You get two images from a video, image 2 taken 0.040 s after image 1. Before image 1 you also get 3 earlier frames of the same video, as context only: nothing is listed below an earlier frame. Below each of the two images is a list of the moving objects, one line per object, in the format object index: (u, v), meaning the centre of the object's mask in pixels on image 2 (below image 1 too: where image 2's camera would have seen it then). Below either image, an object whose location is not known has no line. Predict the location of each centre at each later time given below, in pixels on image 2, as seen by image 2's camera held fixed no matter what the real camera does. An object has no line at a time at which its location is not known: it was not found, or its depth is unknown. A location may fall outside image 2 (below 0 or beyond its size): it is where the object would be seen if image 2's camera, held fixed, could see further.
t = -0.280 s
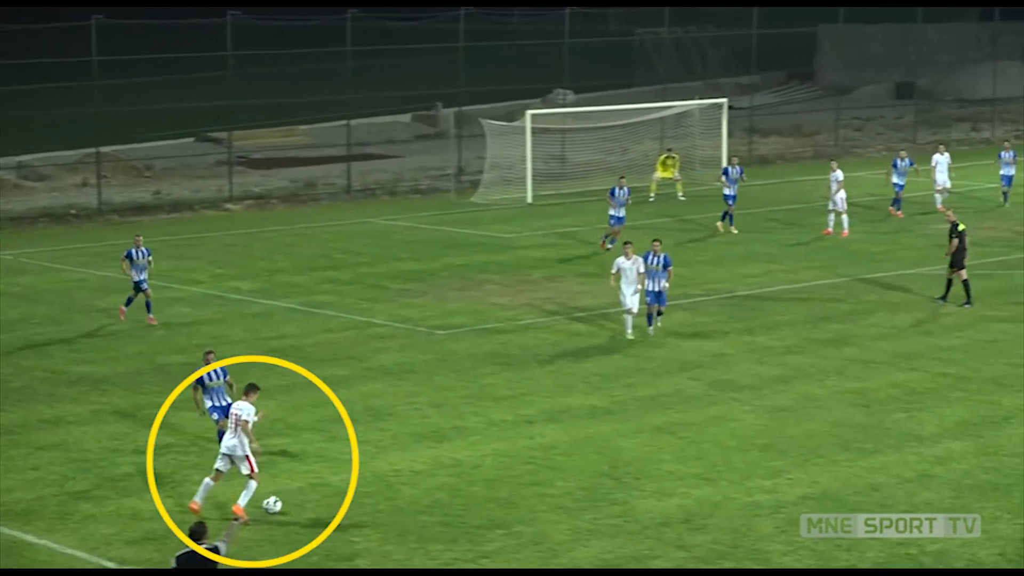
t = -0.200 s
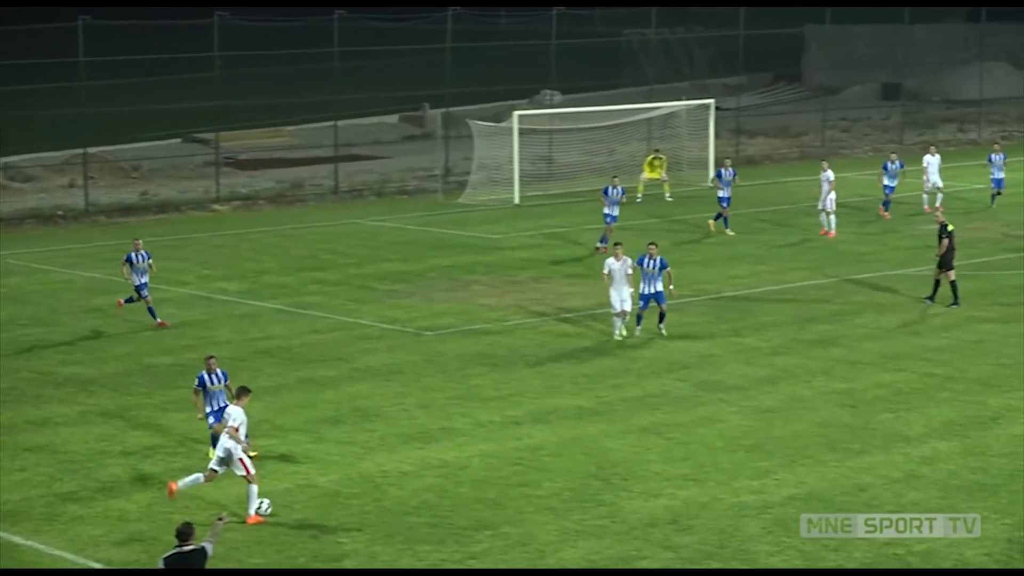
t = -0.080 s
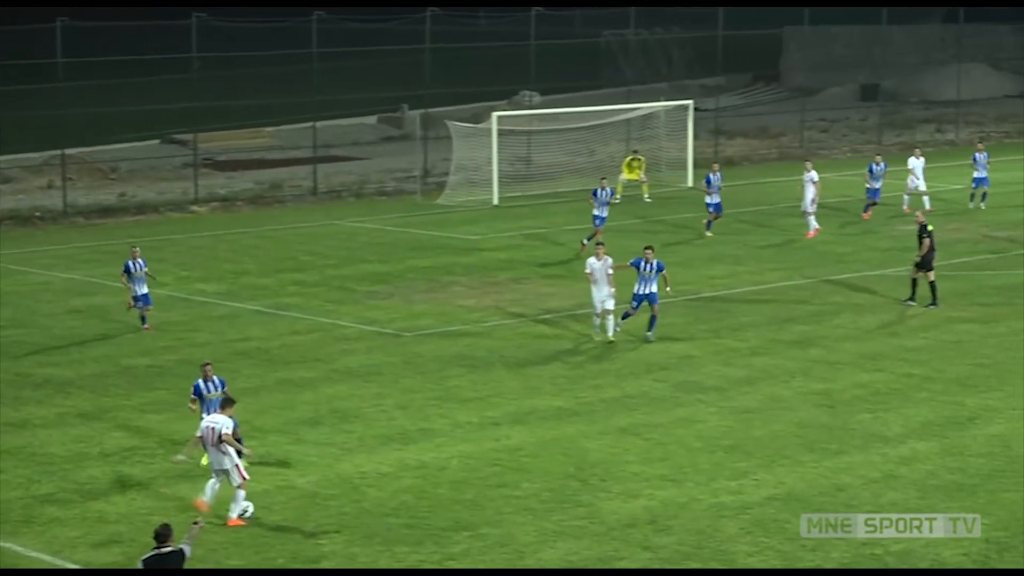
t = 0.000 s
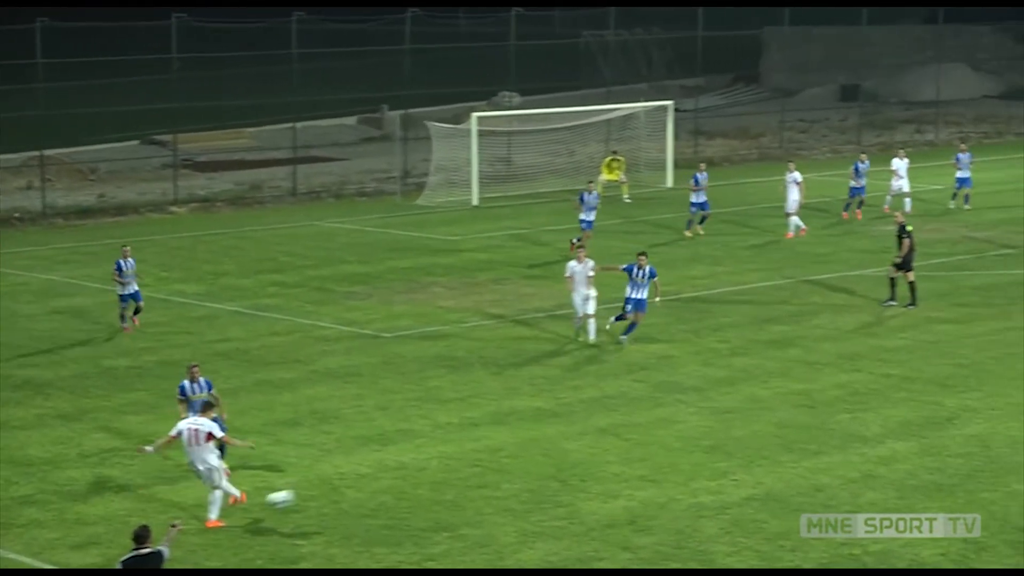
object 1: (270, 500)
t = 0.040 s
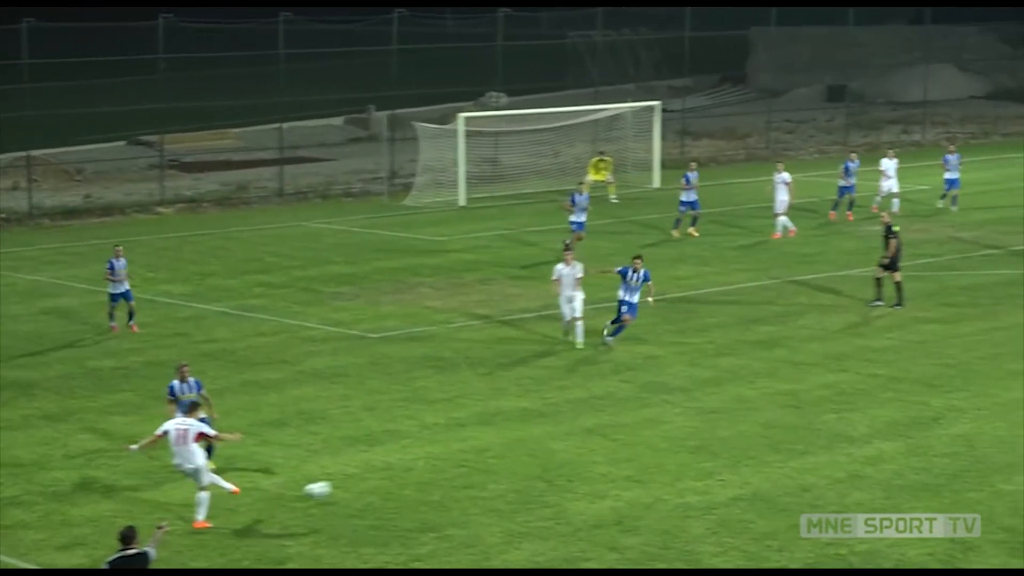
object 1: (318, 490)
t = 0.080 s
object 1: (372, 481)
